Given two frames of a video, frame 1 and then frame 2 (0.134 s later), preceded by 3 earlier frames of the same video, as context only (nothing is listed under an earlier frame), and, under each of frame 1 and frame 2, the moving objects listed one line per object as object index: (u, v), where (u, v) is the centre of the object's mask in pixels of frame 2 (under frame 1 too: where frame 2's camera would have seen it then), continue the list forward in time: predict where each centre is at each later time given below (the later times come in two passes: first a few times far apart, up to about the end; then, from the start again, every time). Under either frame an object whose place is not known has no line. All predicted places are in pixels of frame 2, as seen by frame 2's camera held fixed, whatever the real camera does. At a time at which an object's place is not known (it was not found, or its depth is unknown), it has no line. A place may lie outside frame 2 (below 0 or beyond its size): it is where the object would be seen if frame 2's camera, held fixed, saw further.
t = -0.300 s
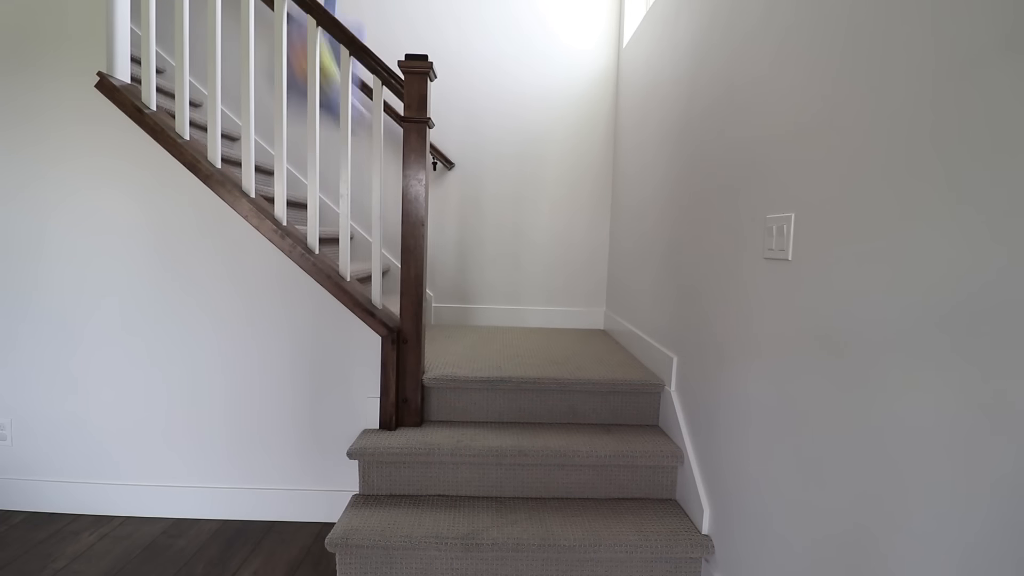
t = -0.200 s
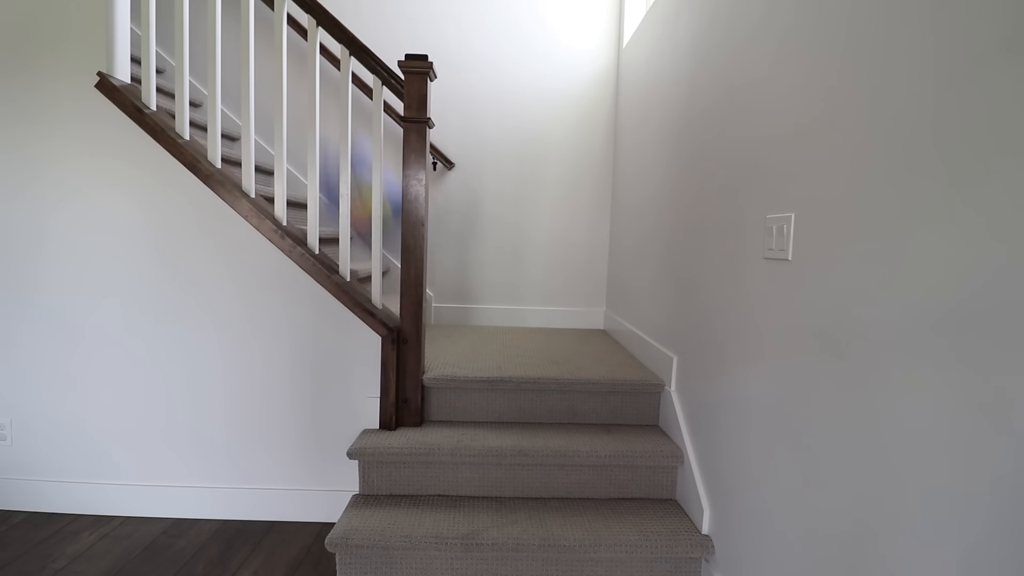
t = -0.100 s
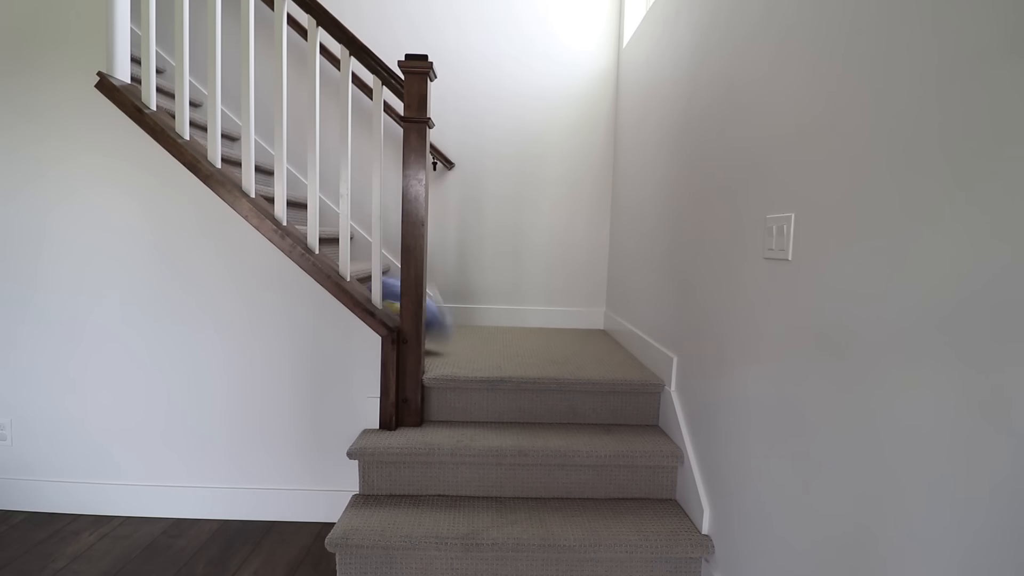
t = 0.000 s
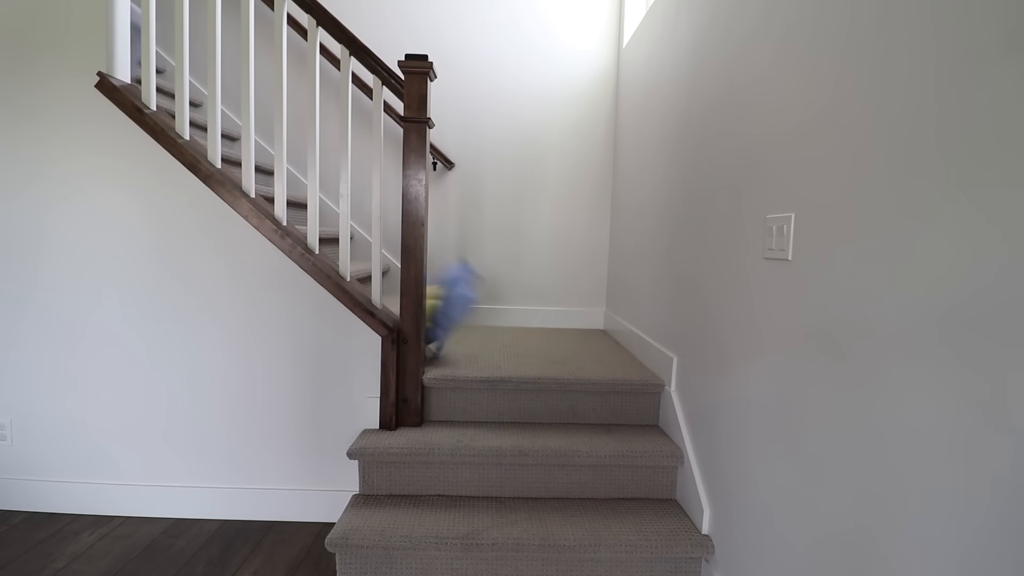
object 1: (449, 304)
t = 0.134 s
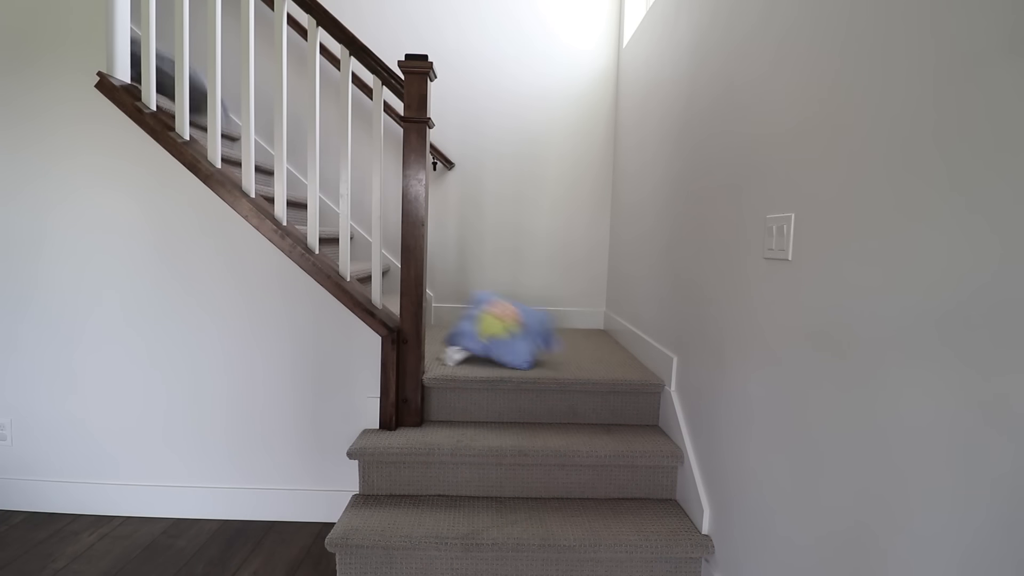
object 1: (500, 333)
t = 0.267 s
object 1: (534, 331)
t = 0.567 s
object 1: (560, 326)
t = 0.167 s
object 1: (513, 339)
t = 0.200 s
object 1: (520, 339)
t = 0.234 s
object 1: (527, 335)
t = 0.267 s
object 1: (534, 331)
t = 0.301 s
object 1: (538, 325)
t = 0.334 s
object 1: (542, 321)
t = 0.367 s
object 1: (546, 319)
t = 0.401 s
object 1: (551, 321)
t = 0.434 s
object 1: (556, 326)
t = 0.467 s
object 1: (558, 328)
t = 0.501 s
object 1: (561, 331)
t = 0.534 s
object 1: (561, 328)
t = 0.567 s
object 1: (560, 326)
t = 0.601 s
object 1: (558, 322)
